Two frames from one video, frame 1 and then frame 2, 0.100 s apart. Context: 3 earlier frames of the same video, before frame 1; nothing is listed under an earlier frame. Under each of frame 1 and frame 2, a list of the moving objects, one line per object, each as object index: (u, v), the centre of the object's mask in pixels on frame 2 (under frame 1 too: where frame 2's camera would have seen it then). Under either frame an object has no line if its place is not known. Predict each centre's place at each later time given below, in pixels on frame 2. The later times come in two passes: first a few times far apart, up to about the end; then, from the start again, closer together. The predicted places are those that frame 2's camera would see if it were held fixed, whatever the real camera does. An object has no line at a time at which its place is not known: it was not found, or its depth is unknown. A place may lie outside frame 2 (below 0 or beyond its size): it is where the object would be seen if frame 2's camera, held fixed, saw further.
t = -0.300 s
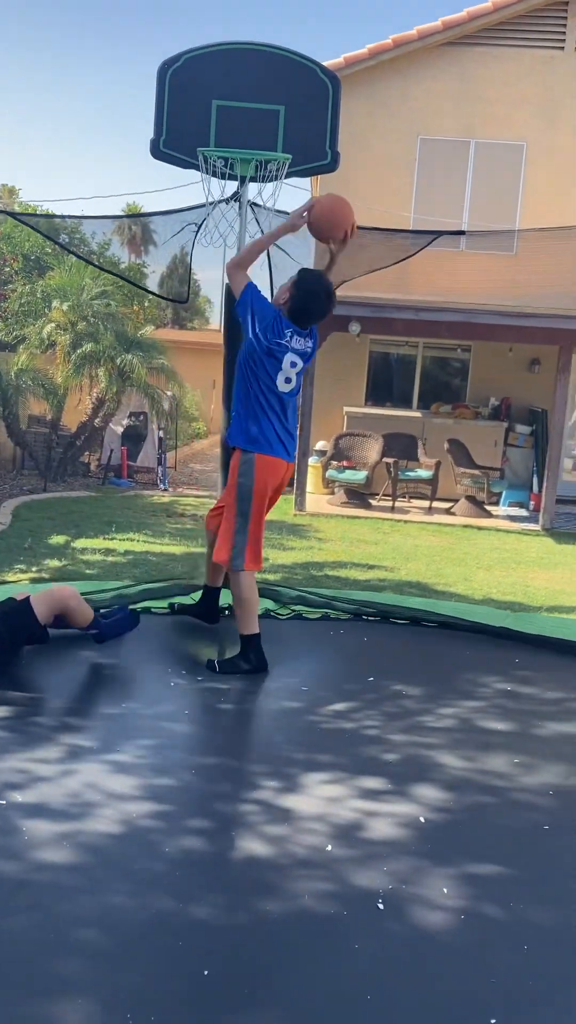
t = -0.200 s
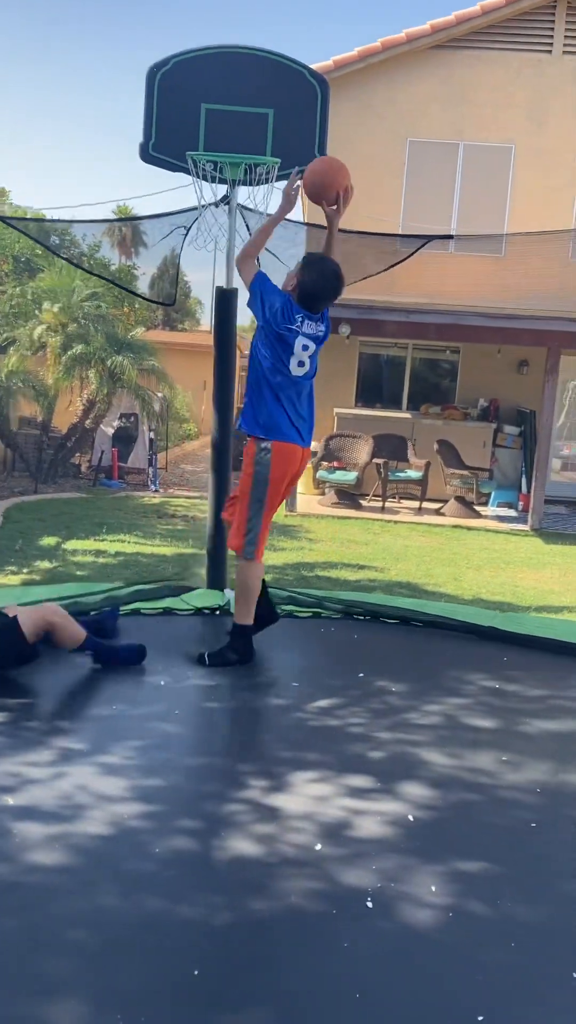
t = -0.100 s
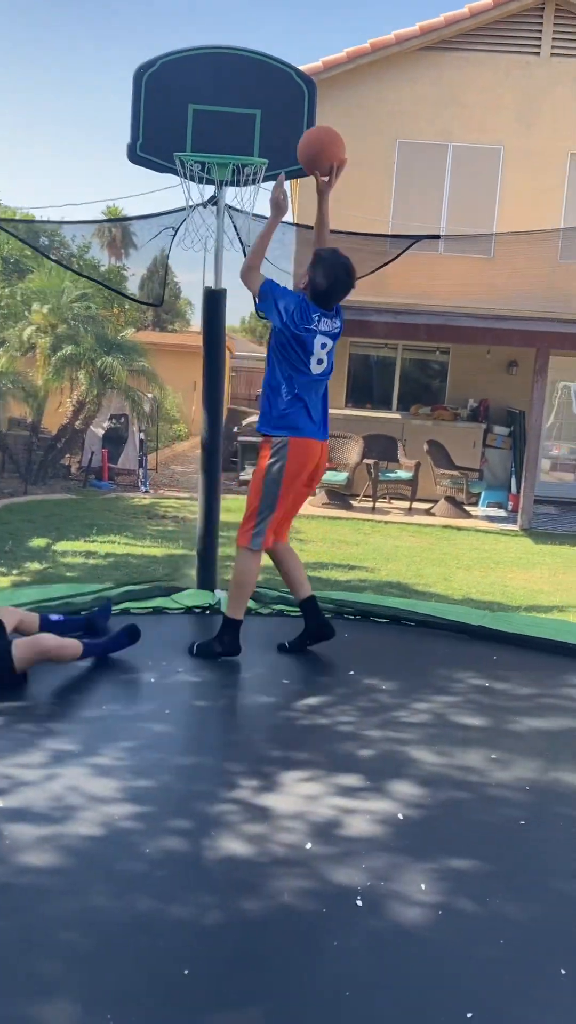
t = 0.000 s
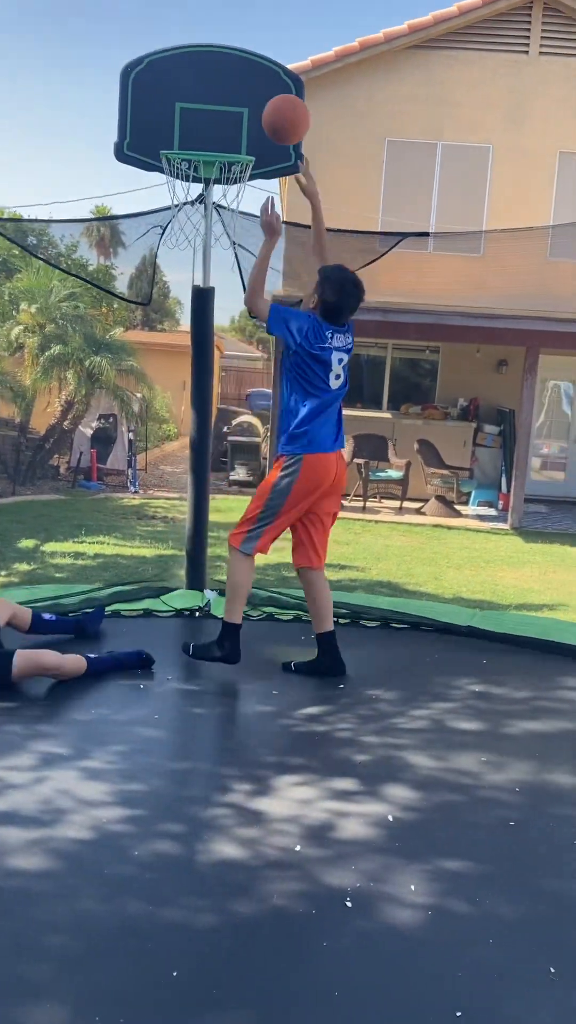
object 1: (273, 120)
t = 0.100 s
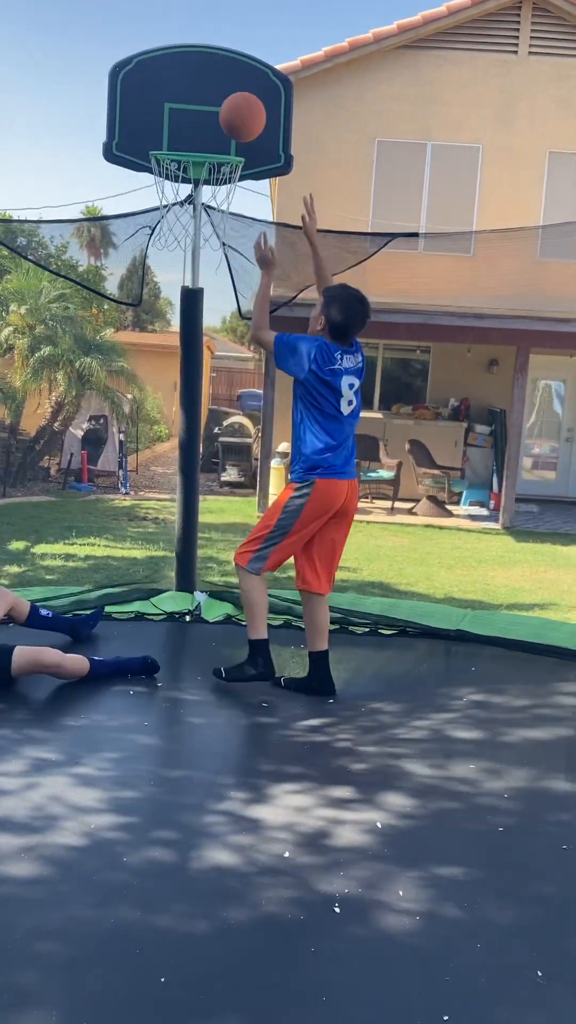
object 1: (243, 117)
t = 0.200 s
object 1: (213, 136)
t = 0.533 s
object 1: (134, 350)
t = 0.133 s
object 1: (233, 121)
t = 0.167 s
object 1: (222, 129)
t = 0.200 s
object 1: (213, 136)
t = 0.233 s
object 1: (204, 153)
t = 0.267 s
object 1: (193, 169)
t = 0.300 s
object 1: (182, 186)
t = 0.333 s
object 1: (174, 207)
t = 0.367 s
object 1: (166, 227)
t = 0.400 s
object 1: (159, 250)
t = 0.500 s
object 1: (139, 324)
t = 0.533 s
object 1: (134, 350)
